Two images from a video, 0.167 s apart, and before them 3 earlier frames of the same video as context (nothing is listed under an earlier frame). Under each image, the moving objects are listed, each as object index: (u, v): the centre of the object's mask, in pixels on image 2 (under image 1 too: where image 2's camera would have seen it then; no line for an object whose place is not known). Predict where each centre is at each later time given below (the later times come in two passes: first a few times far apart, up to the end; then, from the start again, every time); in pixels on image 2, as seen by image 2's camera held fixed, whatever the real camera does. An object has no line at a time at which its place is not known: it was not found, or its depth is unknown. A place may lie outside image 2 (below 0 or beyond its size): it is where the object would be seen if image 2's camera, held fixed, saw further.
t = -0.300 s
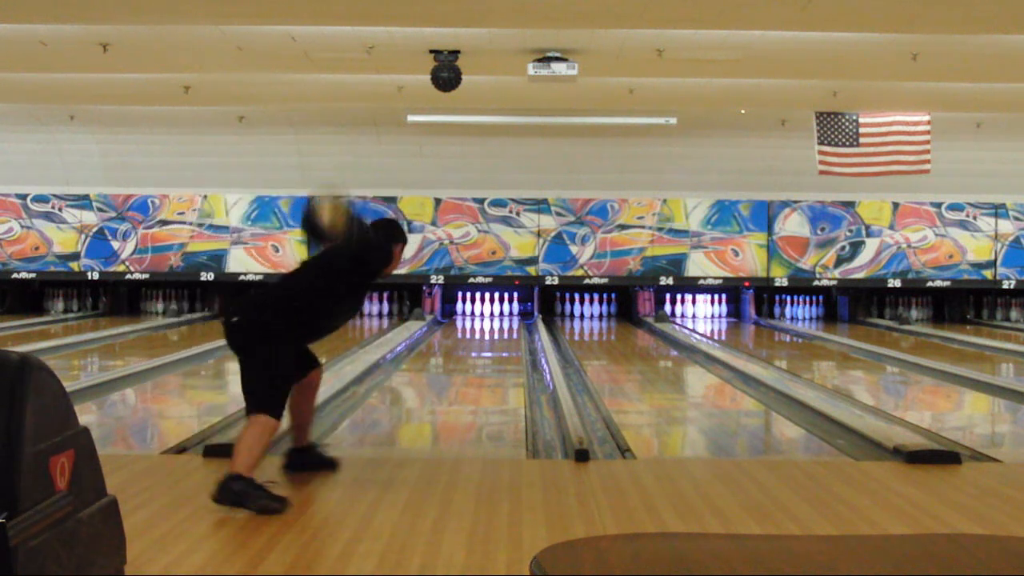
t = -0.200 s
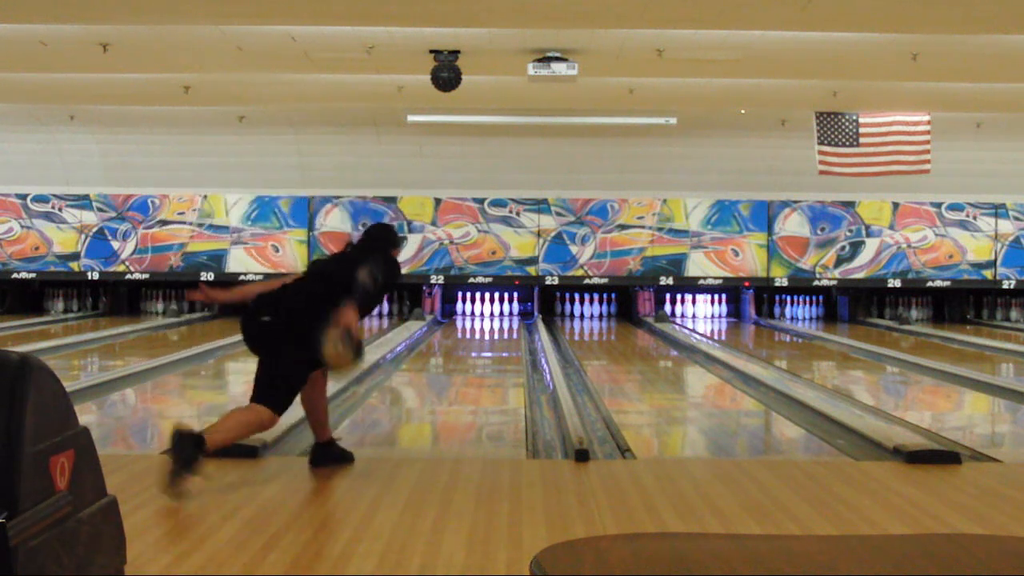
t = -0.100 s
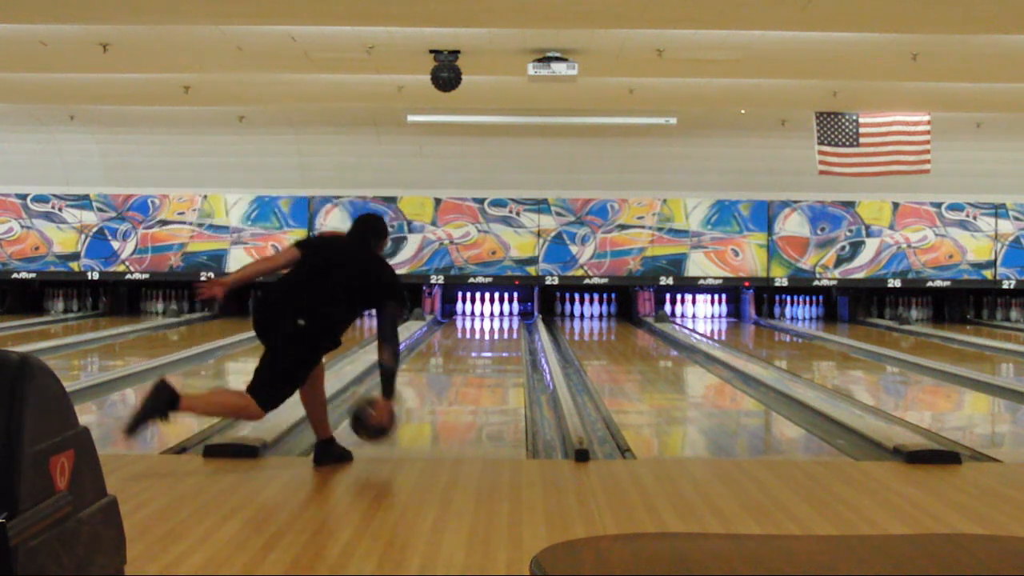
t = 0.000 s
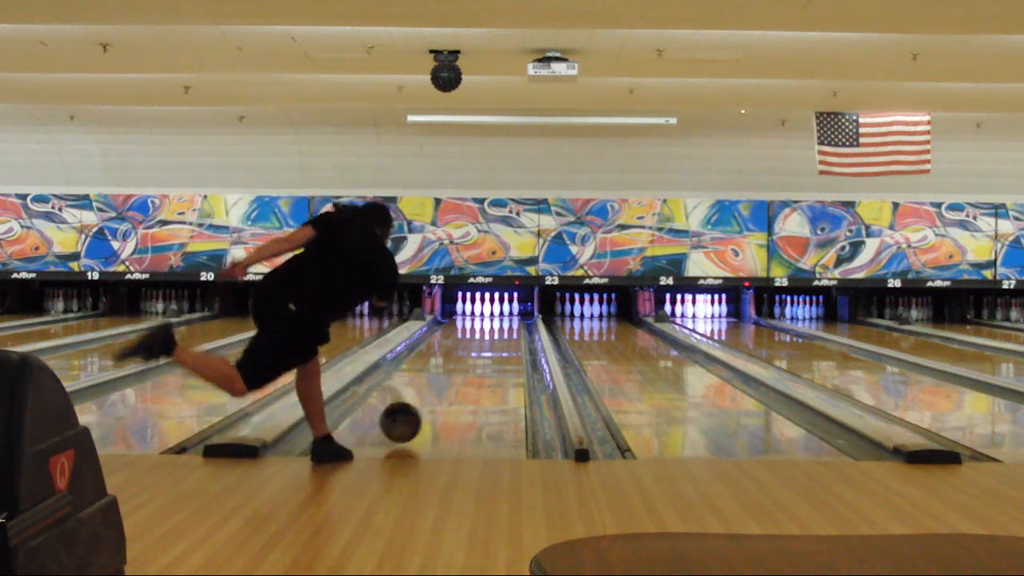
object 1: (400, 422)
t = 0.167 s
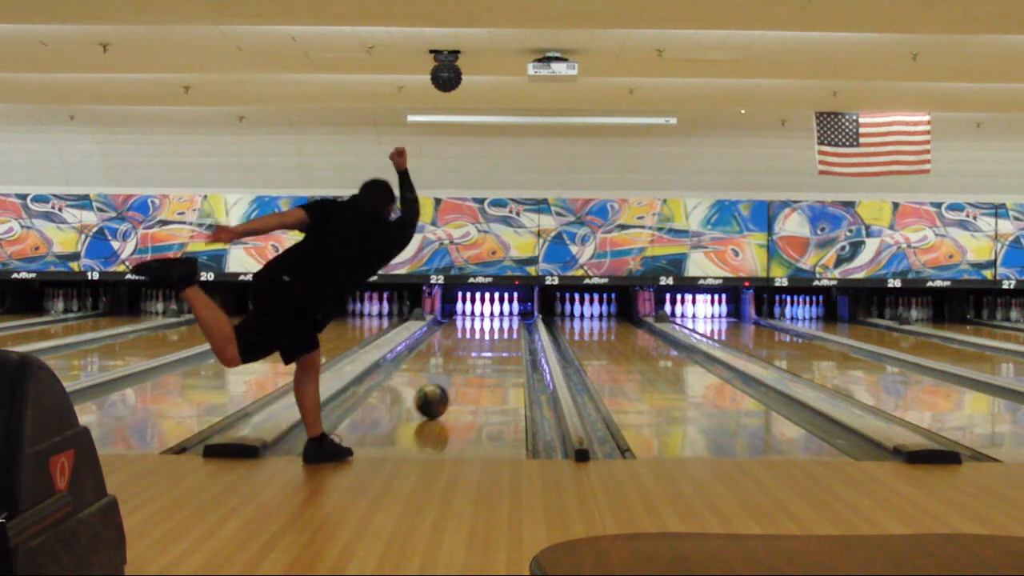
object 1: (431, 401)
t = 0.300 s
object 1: (450, 386)
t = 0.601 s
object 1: (479, 362)
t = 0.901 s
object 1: (496, 345)
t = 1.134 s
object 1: (503, 336)
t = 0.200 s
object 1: (436, 397)
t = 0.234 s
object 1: (441, 393)
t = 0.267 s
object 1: (446, 390)
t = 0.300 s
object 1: (450, 386)
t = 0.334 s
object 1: (454, 382)
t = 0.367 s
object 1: (458, 380)
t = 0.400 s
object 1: (461, 377)
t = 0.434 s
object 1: (464, 374)
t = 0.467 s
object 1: (468, 372)
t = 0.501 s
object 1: (470, 368)
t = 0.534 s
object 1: (474, 367)
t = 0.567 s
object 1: (476, 364)
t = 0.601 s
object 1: (479, 362)
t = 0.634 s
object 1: (481, 360)
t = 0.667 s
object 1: (483, 358)
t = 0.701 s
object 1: (485, 356)
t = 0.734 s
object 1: (487, 354)
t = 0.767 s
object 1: (490, 352)
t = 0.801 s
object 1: (491, 351)
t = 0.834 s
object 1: (492, 349)
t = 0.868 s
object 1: (495, 347)
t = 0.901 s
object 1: (496, 345)
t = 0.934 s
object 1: (497, 344)
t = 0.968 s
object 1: (498, 342)
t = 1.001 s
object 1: (500, 341)
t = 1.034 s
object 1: (501, 339)
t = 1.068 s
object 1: (500, 338)
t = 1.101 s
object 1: (502, 337)
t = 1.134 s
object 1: (503, 336)
